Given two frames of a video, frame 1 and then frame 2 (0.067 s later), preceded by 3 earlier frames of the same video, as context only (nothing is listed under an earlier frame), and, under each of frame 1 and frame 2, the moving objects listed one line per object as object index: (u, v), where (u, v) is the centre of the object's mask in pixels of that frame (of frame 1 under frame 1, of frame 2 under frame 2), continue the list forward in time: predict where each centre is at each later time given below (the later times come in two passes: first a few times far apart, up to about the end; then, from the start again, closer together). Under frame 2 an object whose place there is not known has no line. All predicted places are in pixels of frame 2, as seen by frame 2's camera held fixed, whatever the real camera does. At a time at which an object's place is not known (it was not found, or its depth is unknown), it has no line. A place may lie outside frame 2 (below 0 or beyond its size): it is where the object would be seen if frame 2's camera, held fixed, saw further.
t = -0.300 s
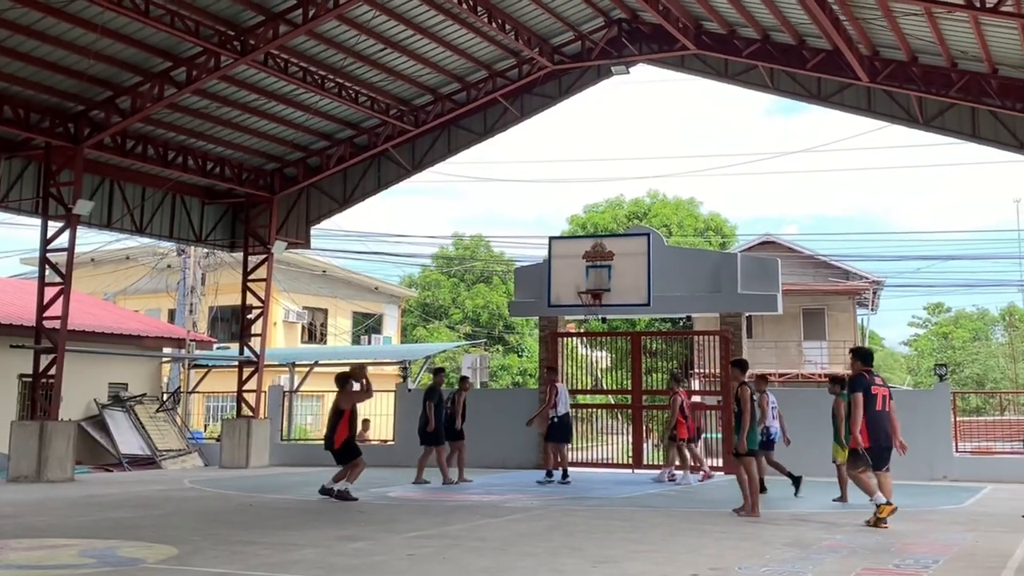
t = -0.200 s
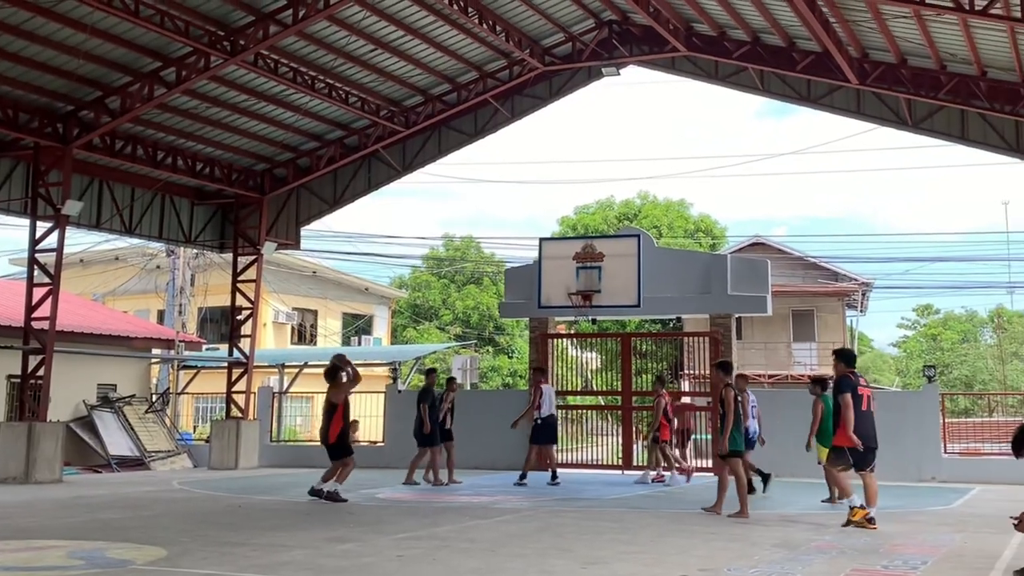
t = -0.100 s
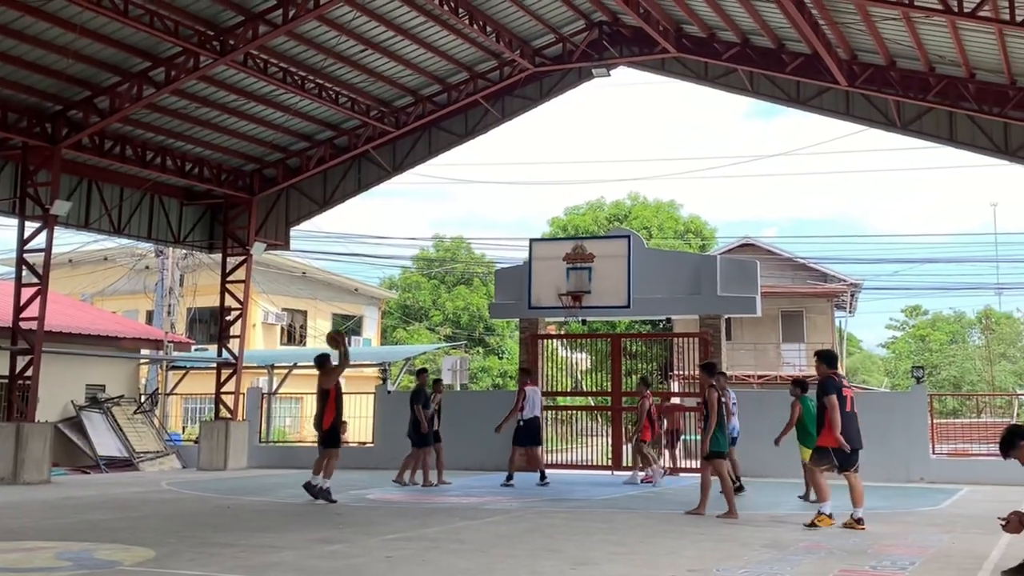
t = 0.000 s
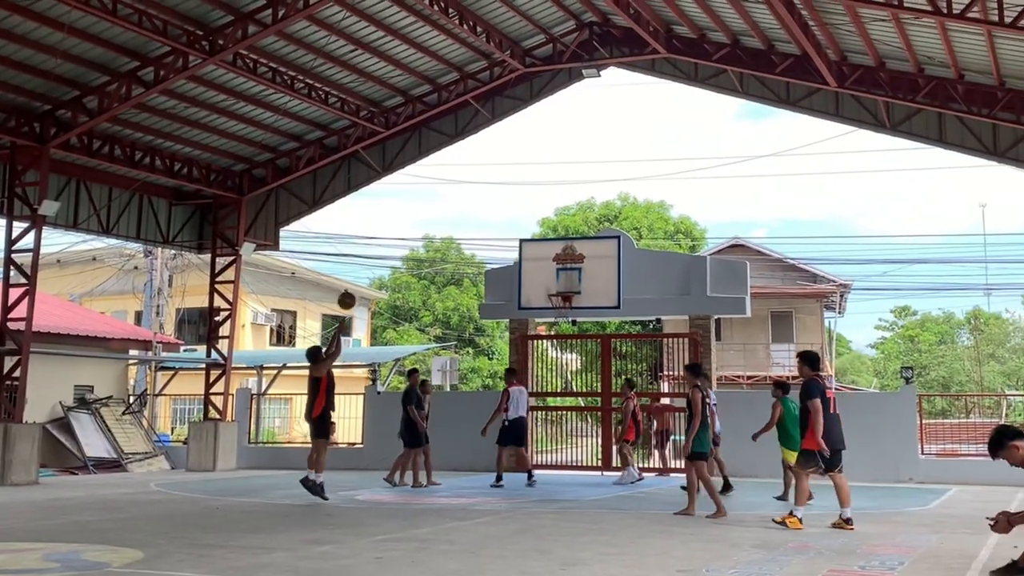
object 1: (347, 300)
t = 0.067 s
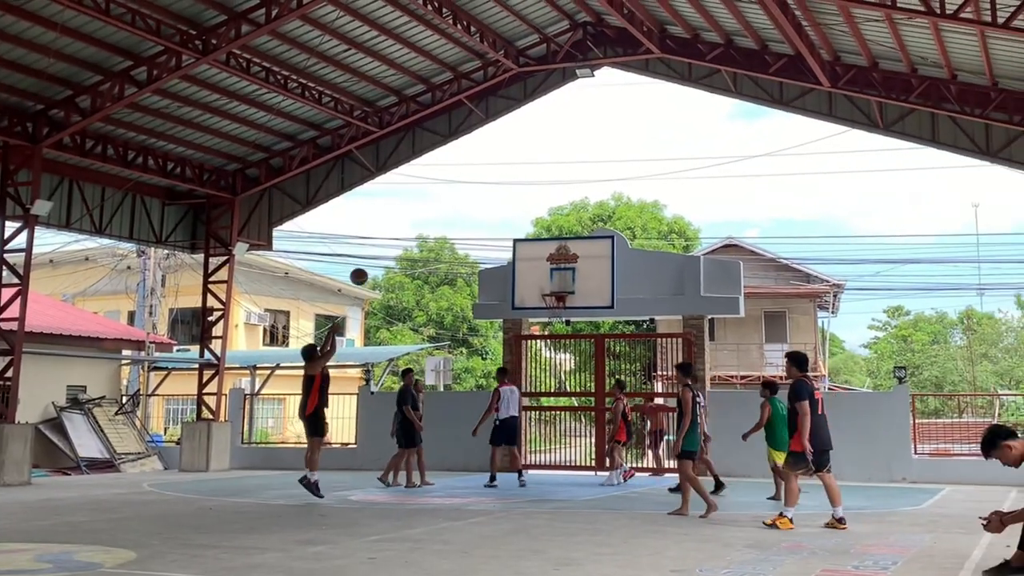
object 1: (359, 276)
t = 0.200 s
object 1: (394, 241)
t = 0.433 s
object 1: (448, 211)
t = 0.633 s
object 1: (488, 216)
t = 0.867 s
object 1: (530, 250)
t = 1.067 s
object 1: (559, 288)
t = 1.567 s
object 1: (525, 287)
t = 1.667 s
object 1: (517, 301)
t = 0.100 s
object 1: (368, 266)
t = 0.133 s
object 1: (376, 257)
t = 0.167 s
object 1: (385, 248)
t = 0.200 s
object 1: (394, 241)
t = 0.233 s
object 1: (402, 234)
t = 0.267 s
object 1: (410, 228)
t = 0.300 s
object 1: (418, 223)
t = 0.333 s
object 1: (425, 219)
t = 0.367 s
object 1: (432, 215)
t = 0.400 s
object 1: (440, 213)
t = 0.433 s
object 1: (448, 211)
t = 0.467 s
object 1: (454, 210)
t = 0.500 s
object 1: (461, 210)
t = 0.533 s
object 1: (468, 210)
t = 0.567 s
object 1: (475, 211)
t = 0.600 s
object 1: (482, 213)
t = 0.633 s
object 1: (488, 216)
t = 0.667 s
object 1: (494, 219)
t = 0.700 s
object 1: (501, 222)
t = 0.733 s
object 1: (507, 227)
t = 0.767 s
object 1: (513, 232)
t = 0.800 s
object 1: (519, 237)
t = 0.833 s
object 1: (525, 243)
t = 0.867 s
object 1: (530, 250)
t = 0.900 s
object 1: (537, 257)
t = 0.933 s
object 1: (542, 265)
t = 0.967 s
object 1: (547, 274)
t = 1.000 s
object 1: (553, 283)
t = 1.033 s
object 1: (557, 288)
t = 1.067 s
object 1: (559, 288)
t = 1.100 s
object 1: (561, 288)
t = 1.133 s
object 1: (560, 286)
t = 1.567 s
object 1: (525, 287)
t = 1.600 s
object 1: (522, 291)
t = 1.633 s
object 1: (519, 296)
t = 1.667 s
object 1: (517, 301)
